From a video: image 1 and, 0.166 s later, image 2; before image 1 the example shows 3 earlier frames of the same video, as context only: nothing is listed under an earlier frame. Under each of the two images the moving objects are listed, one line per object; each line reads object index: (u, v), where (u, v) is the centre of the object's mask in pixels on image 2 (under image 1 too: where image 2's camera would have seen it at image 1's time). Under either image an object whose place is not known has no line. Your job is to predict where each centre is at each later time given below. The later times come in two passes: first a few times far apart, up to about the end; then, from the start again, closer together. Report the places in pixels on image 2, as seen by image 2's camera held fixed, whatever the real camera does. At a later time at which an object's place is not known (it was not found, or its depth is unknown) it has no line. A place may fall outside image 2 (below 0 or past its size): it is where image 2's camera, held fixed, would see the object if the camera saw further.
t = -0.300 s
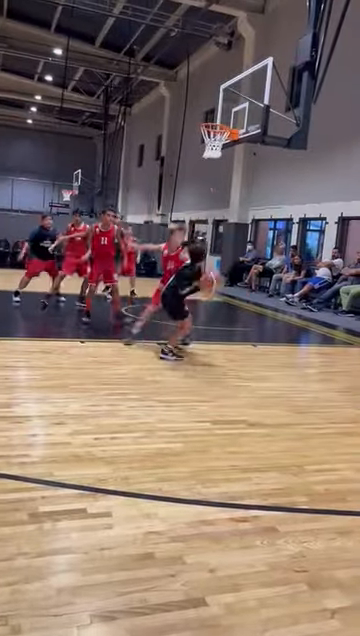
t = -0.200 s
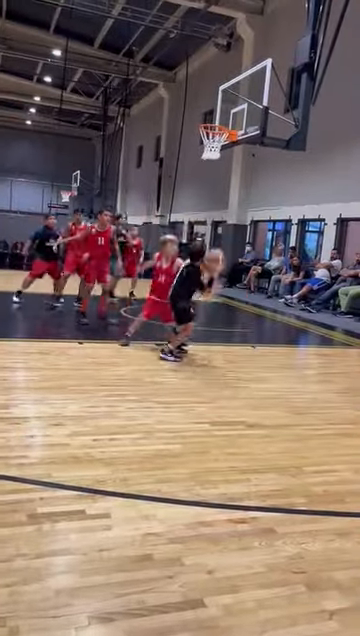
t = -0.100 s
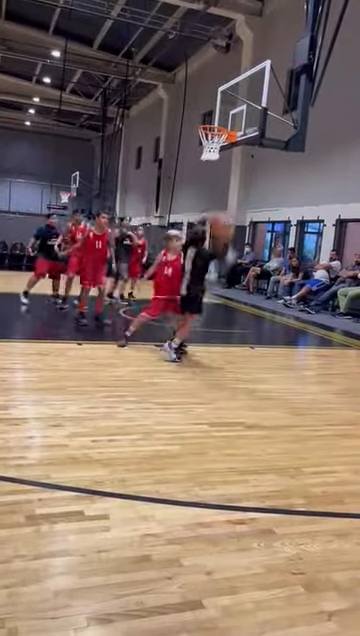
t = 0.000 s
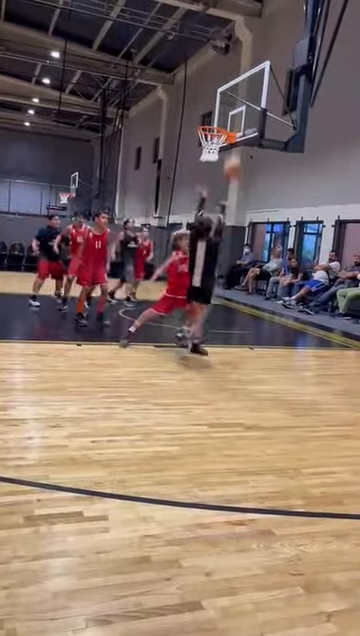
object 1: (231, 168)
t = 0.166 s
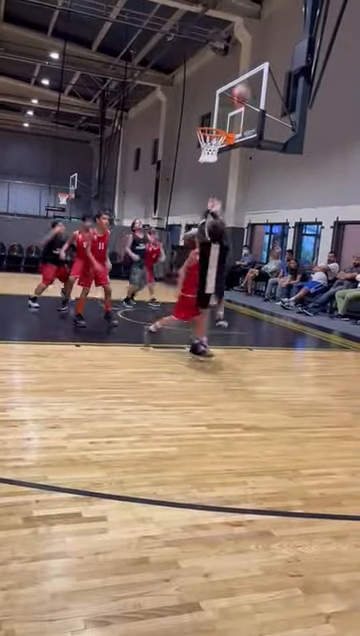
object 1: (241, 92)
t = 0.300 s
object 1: (243, 63)
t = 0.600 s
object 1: (247, 48)
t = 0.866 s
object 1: (240, 87)
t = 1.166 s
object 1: (204, 143)
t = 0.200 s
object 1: (240, 86)
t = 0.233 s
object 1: (241, 75)
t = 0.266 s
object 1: (242, 68)
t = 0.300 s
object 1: (243, 63)
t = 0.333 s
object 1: (244, 56)
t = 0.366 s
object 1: (245, 52)
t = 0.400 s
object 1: (246, 50)
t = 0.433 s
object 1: (246, 47)
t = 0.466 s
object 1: (246, 46)
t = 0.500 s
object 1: (246, 44)
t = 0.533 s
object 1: (246, 45)
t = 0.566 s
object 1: (246, 47)
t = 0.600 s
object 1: (247, 48)
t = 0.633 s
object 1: (246, 51)
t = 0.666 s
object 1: (246, 55)
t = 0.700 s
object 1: (246, 59)
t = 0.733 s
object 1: (245, 65)
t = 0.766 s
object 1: (243, 70)
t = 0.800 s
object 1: (243, 75)
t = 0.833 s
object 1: (243, 84)
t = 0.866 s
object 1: (240, 87)
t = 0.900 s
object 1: (236, 91)
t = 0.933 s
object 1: (232, 96)
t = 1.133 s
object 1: (207, 135)
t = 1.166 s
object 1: (204, 143)
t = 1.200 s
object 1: (201, 146)
